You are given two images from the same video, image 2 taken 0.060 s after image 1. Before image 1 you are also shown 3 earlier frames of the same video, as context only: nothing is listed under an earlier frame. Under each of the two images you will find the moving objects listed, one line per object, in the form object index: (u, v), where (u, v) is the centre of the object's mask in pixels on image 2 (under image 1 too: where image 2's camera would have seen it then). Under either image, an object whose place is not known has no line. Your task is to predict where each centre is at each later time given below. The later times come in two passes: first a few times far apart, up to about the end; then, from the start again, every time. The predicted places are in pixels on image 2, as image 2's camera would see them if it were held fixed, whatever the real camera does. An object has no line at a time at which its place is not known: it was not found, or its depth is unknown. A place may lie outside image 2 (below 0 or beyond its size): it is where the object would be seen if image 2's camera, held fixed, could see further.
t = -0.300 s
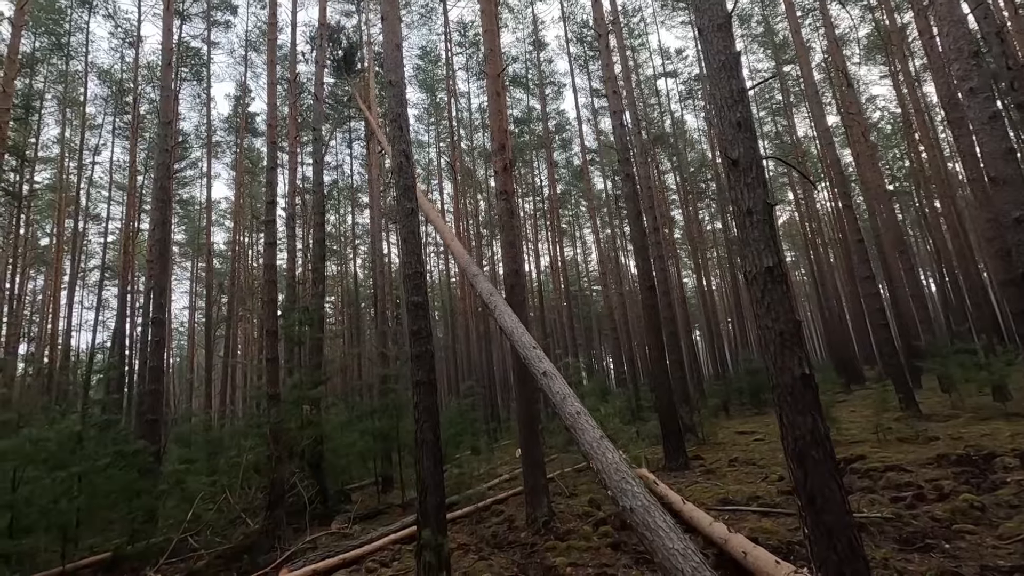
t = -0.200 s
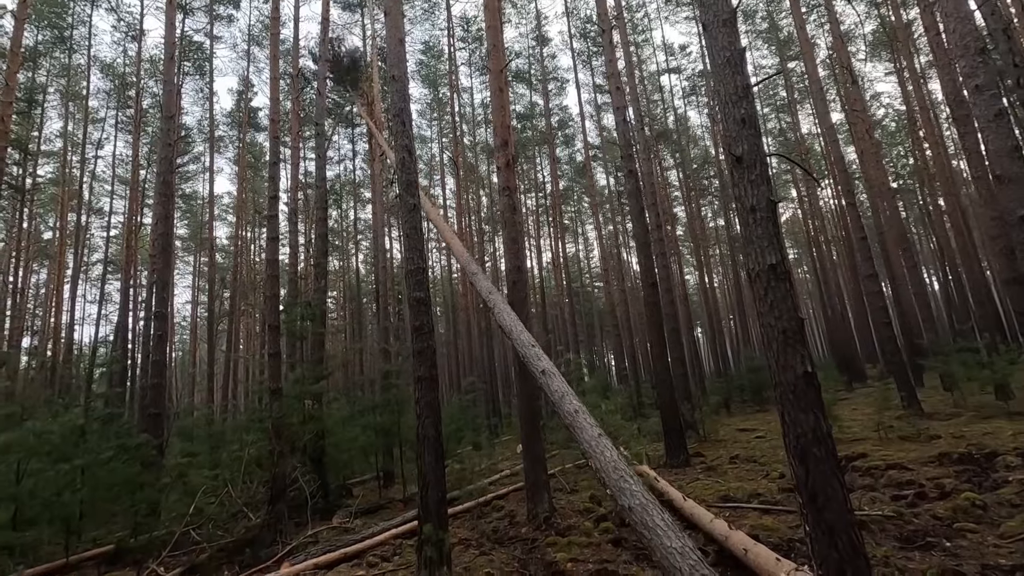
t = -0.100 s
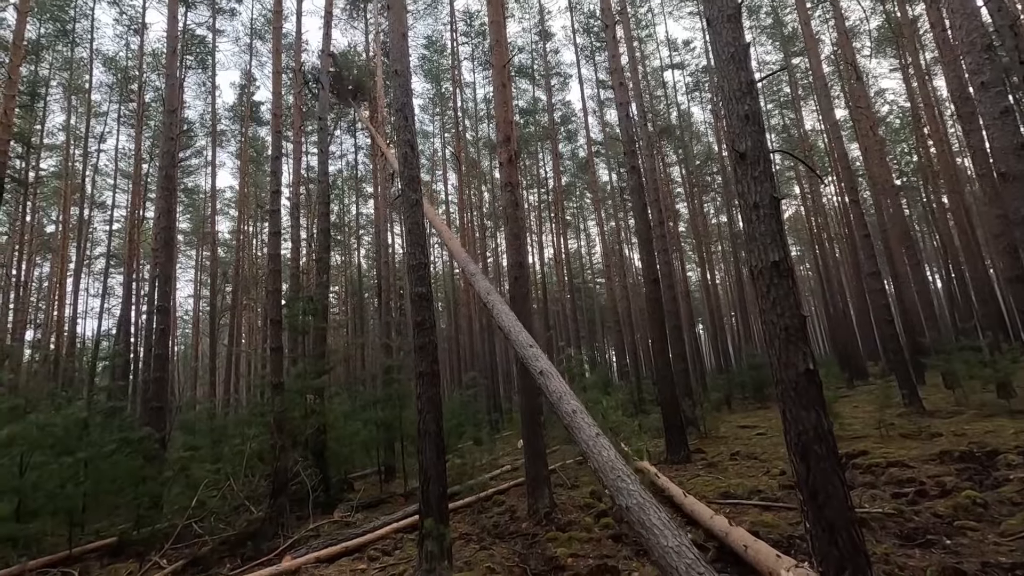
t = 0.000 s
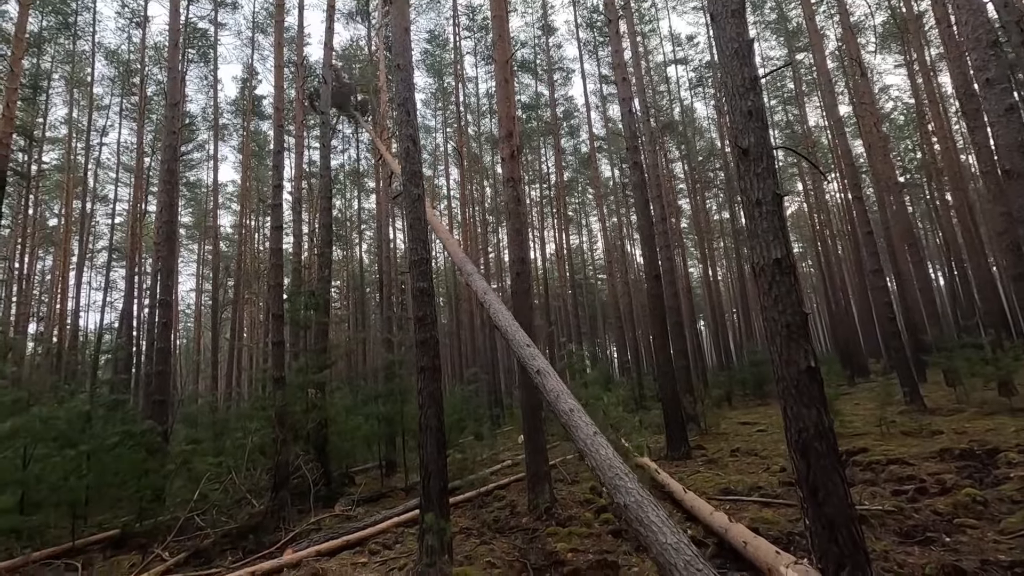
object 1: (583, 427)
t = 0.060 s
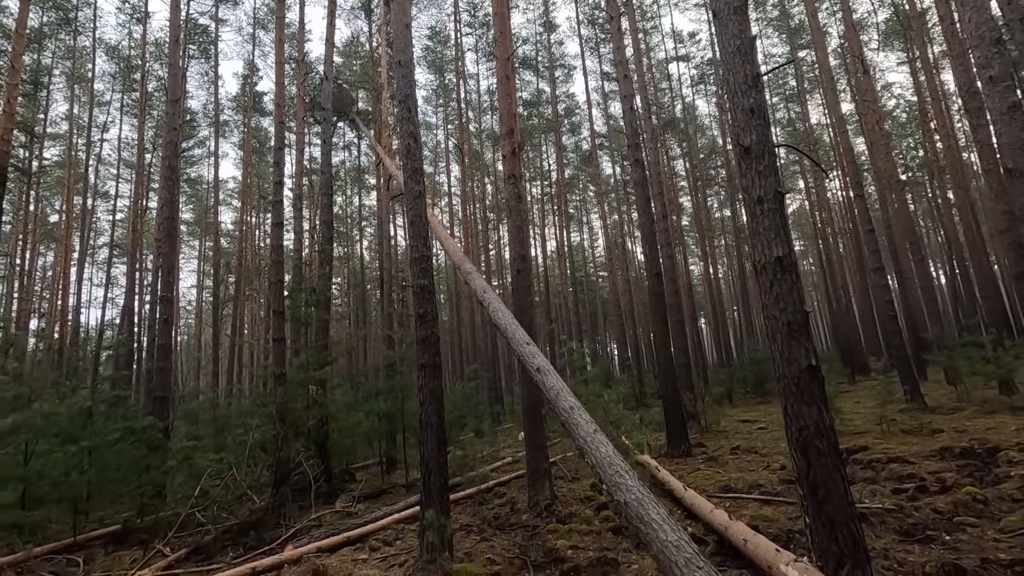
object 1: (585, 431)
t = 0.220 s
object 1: (587, 447)
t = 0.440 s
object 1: (591, 479)
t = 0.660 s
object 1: (607, 521)
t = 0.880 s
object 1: (639, 572)
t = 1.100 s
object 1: (646, 600)
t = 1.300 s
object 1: (657, 567)
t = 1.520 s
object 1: (632, 531)
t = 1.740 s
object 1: (635, 558)
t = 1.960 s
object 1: (639, 582)
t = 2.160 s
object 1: (633, 562)
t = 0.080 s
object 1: (586, 433)
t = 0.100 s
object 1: (587, 435)
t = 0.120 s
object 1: (586, 436)
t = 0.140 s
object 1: (586, 438)
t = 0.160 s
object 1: (587, 440)
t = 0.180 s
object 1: (586, 442)
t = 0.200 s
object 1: (587, 445)
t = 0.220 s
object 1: (587, 447)
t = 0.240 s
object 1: (586, 449)
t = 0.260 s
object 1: (588, 453)
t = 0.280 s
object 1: (588, 456)
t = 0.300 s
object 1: (590, 460)
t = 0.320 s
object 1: (591, 464)
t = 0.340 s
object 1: (589, 465)
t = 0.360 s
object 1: (591, 468)
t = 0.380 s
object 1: (591, 471)
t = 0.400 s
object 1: (591, 473)
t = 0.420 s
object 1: (592, 476)
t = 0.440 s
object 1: (591, 479)
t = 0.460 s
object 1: (593, 483)
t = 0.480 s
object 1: (593, 486)
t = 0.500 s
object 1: (594, 490)
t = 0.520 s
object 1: (595, 494)
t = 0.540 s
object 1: (597, 498)
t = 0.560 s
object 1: (598, 502)
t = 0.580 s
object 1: (600, 506)
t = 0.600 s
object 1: (600, 508)
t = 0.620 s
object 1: (602, 513)
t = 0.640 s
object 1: (604, 517)
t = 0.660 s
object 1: (607, 521)
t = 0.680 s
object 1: (609, 525)
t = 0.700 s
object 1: (612, 530)
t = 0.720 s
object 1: (614, 535)
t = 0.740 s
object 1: (618, 541)
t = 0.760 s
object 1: (621, 545)
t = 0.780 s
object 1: (624, 550)
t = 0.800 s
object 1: (627, 554)
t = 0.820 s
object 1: (630, 559)
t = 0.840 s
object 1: (632, 562)
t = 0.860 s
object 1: (635, 567)
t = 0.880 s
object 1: (639, 572)
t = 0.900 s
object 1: (641, 575)
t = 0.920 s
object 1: (643, 579)
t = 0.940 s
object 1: (648, 584)
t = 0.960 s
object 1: (646, 586)
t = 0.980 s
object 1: (646, 588)
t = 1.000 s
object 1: (647, 591)
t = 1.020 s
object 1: (646, 593)
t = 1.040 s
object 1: (647, 594)
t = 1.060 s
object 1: (643, 594)
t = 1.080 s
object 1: (641, 596)
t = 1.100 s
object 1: (646, 600)
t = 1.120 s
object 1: (642, 599)
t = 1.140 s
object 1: (639, 595)
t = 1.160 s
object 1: (638, 594)
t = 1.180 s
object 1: (639, 591)
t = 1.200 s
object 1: (646, 592)
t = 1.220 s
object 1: (637, 580)
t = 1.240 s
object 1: (650, 581)
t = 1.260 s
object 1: (635, 568)
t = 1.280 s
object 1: (655, 572)
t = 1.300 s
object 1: (657, 567)
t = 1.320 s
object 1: (651, 558)
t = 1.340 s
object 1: (650, 553)
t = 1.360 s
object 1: (635, 546)
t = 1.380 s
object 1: (635, 544)
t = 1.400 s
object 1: (650, 549)
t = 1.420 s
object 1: (648, 547)
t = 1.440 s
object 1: (647, 544)
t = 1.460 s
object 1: (633, 536)
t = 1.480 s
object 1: (633, 534)
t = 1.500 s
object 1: (632, 532)
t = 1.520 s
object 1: (632, 531)
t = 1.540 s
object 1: (631, 531)
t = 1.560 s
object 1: (630, 532)
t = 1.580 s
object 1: (631, 534)
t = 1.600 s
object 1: (634, 538)
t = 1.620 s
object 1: (633, 539)
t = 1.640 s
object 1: (636, 542)
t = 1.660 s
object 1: (638, 544)
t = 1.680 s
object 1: (640, 548)
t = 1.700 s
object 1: (640, 552)
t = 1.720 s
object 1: (640, 556)
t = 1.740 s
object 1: (635, 558)
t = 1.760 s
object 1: (644, 565)
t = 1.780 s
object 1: (643, 569)
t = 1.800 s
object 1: (644, 574)
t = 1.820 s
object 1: (646, 580)
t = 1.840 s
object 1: (643, 583)
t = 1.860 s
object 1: (643, 585)
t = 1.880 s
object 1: (641, 585)
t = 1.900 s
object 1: (641, 585)
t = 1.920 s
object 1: (642, 585)
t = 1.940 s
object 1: (641, 584)
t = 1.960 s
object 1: (639, 582)
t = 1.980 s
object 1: (641, 581)
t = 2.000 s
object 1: (639, 578)
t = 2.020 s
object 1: (637, 576)
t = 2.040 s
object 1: (641, 576)
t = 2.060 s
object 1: (640, 574)
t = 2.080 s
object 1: (639, 573)
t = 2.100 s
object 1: (639, 571)
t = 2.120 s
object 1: (636, 568)
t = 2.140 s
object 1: (633, 564)
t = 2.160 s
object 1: (633, 562)
